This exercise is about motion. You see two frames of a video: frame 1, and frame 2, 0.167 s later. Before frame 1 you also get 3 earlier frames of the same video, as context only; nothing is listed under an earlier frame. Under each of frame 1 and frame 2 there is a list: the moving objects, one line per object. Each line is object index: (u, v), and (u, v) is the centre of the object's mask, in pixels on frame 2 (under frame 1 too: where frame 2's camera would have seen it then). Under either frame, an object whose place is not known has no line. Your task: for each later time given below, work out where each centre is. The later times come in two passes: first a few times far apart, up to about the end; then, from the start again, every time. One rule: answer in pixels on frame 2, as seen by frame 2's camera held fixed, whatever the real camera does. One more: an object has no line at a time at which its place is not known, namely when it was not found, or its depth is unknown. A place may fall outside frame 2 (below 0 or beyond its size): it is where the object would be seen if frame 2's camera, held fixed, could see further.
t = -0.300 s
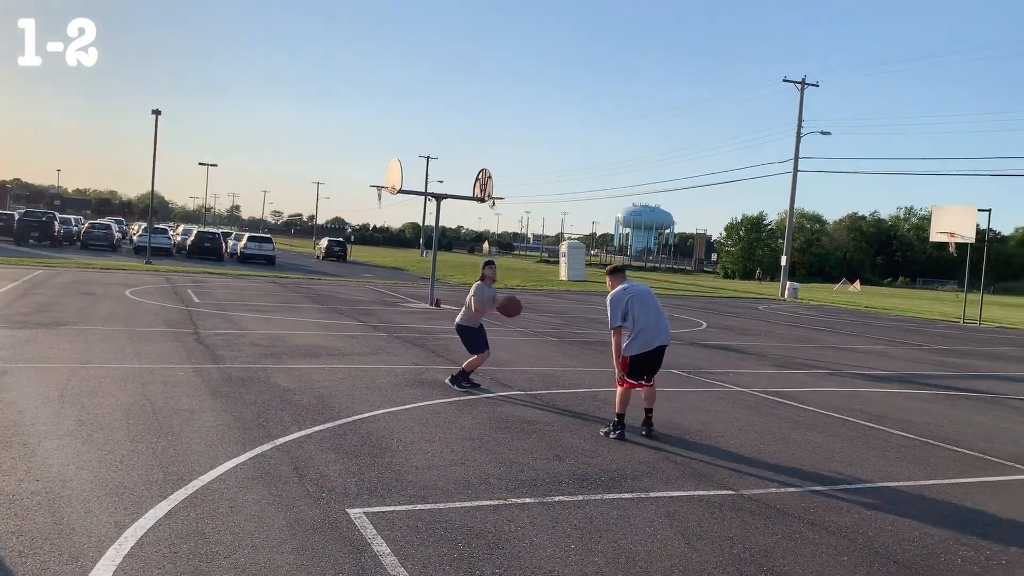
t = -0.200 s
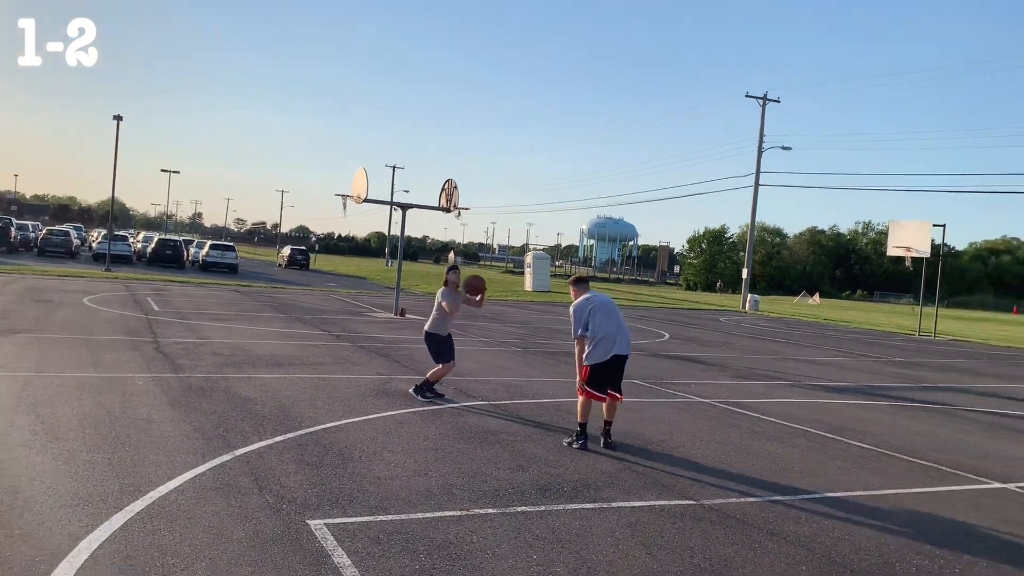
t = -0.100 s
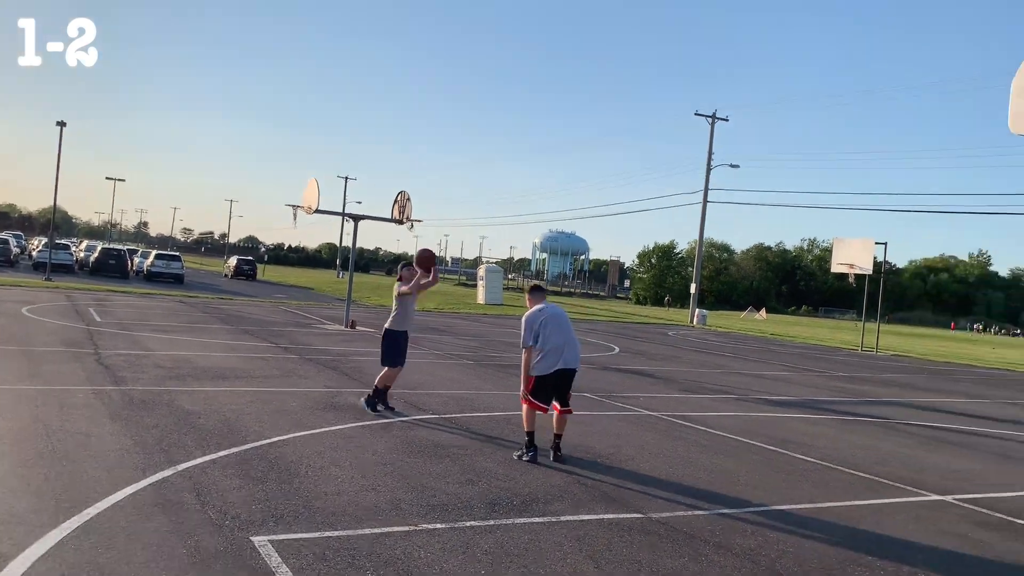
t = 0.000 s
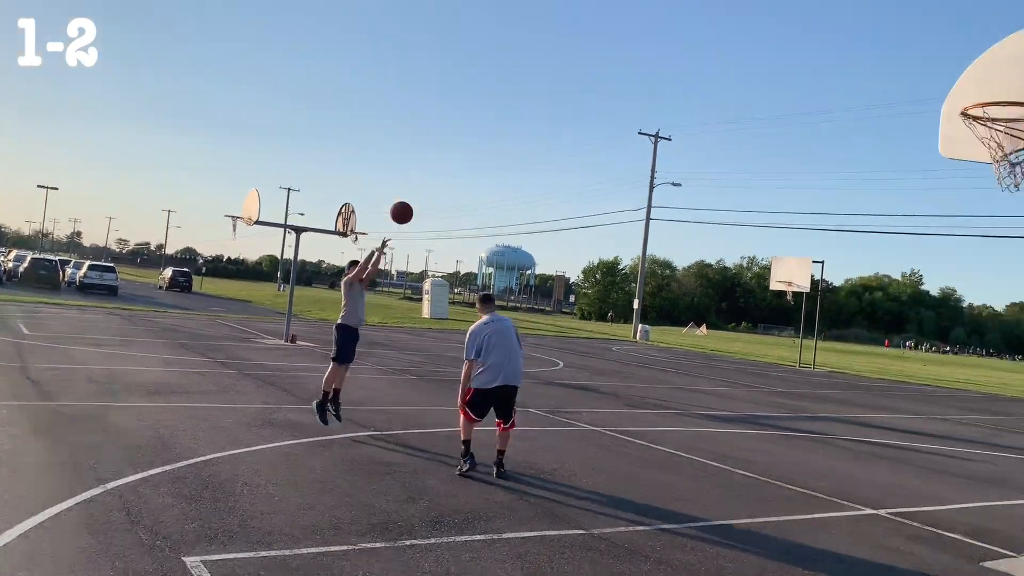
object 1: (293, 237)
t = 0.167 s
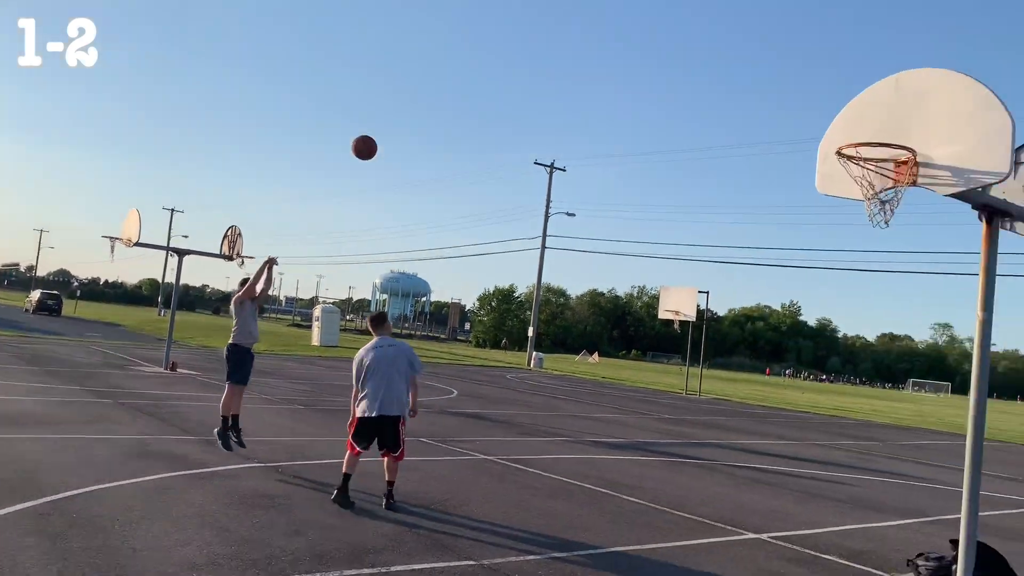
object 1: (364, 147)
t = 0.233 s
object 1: (395, 118)
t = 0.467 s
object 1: (507, 43)
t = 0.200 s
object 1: (379, 132)
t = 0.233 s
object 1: (395, 118)
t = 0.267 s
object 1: (410, 105)
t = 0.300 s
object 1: (426, 92)
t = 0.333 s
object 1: (441, 80)
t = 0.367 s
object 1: (457, 69)
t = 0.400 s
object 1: (473, 60)
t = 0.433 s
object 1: (490, 51)
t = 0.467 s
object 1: (507, 43)
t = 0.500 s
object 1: (524, 37)
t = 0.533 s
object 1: (541, 31)
